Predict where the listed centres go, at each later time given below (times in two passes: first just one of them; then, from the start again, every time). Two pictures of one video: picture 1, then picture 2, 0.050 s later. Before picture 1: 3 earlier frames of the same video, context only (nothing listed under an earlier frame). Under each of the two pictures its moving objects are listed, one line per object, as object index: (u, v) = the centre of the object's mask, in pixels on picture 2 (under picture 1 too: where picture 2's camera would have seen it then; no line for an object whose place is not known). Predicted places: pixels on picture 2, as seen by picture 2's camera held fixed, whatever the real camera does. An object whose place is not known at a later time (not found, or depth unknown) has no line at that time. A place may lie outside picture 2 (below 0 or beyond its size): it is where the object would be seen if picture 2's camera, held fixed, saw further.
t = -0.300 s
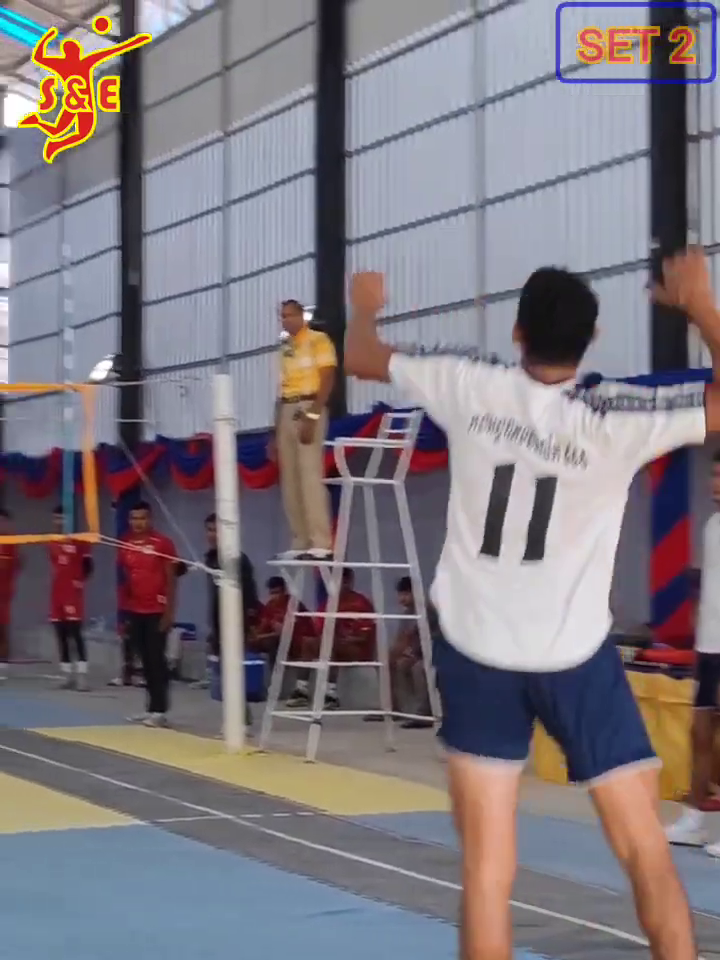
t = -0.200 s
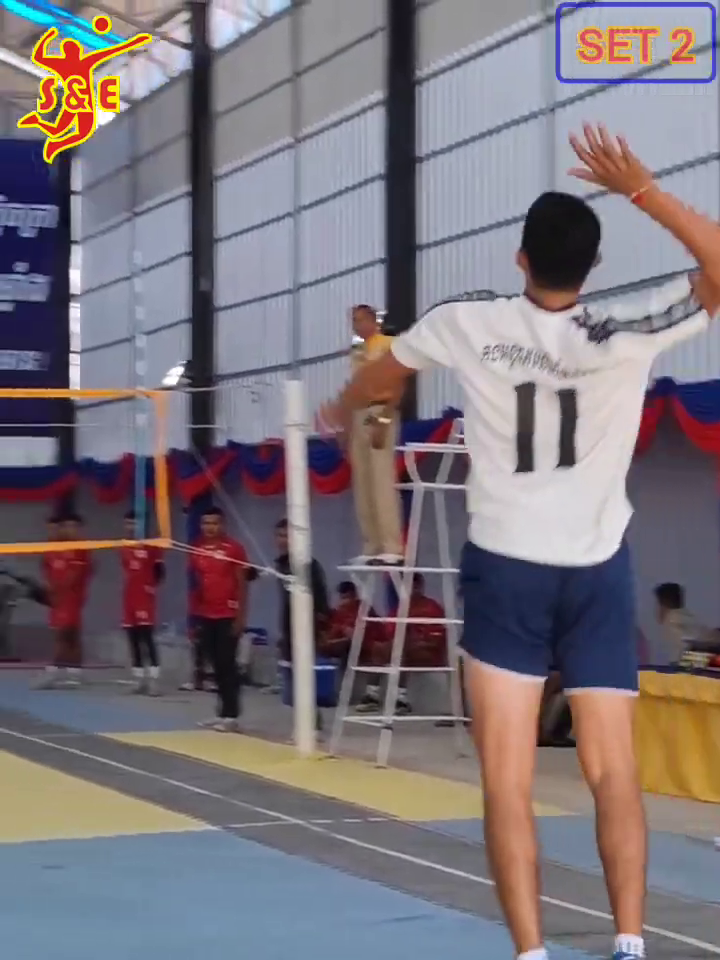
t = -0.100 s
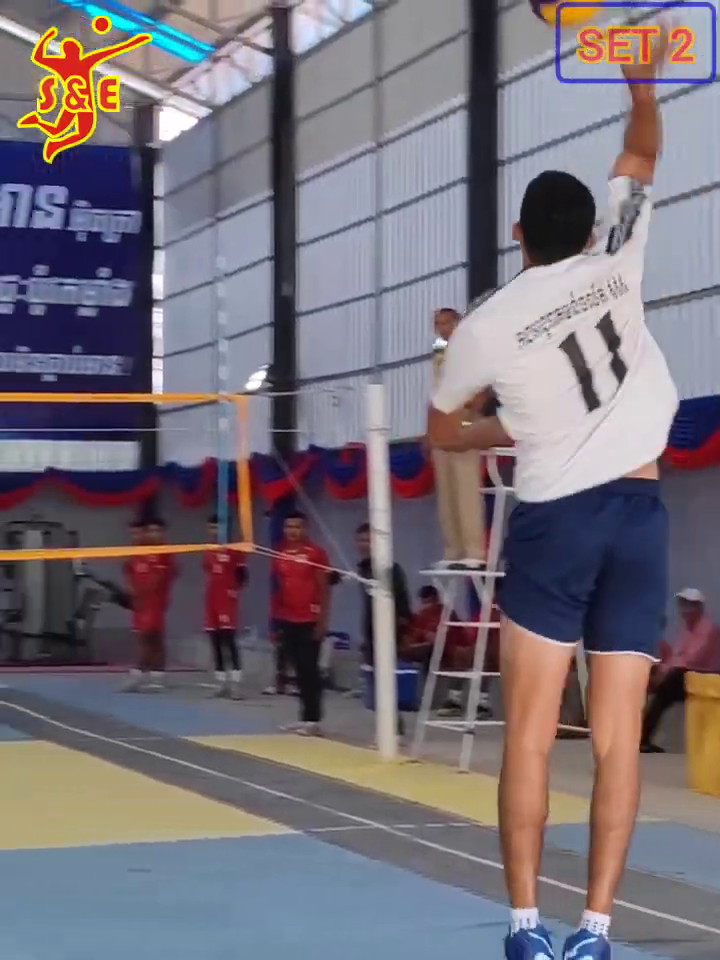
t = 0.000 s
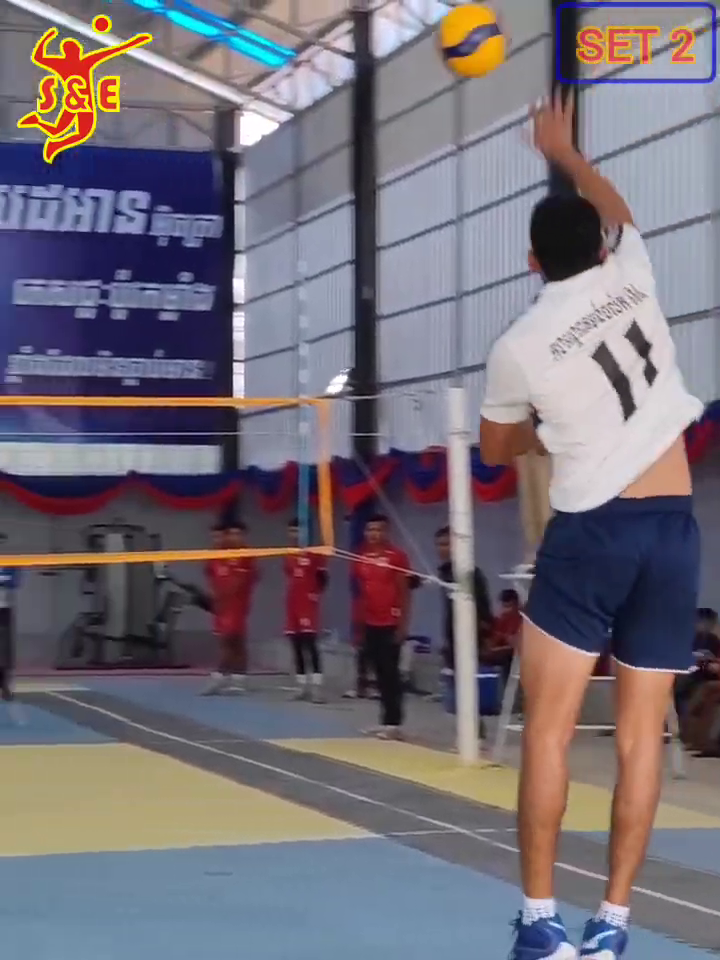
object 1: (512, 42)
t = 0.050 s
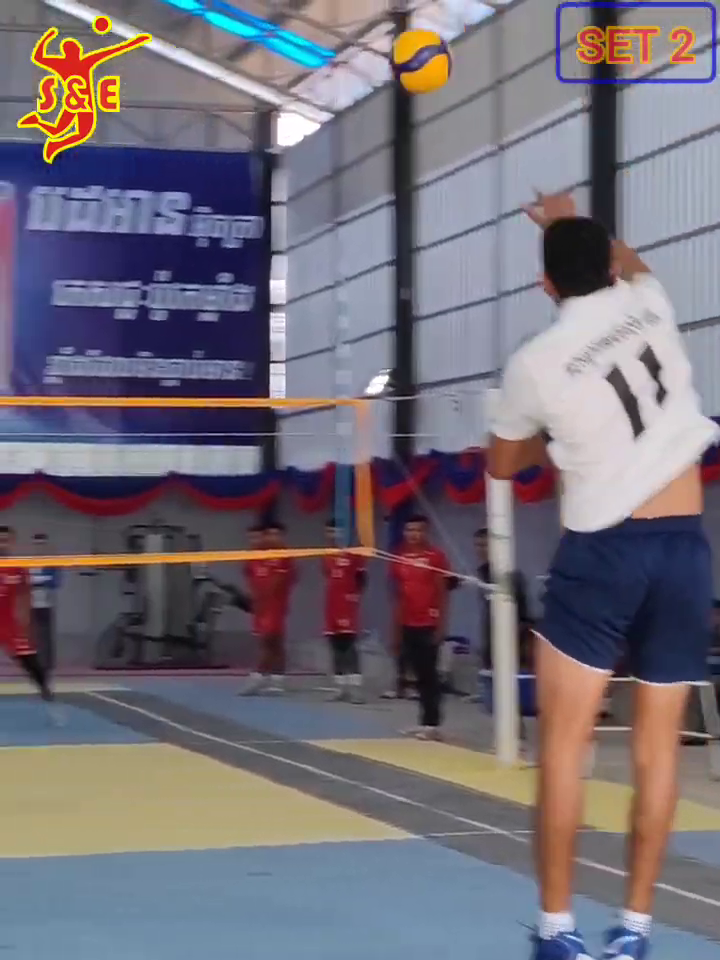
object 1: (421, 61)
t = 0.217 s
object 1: (245, 146)
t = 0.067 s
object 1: (396, 68)
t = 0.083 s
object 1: (373, 76)
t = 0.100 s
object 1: (351, 84)
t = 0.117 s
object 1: (332, 92)
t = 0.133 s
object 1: (315, 100)
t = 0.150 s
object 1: (299, 110)
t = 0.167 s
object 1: (284, 118)
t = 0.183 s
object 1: (269, 127)
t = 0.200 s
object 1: (258, 136)
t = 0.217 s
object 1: (245, 146)
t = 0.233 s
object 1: (234, 154)
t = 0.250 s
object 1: (223, 165)
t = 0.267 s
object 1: (214, 175)
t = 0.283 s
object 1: (206, 184)
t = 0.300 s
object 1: (197, 194)
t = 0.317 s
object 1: (188, 205)
